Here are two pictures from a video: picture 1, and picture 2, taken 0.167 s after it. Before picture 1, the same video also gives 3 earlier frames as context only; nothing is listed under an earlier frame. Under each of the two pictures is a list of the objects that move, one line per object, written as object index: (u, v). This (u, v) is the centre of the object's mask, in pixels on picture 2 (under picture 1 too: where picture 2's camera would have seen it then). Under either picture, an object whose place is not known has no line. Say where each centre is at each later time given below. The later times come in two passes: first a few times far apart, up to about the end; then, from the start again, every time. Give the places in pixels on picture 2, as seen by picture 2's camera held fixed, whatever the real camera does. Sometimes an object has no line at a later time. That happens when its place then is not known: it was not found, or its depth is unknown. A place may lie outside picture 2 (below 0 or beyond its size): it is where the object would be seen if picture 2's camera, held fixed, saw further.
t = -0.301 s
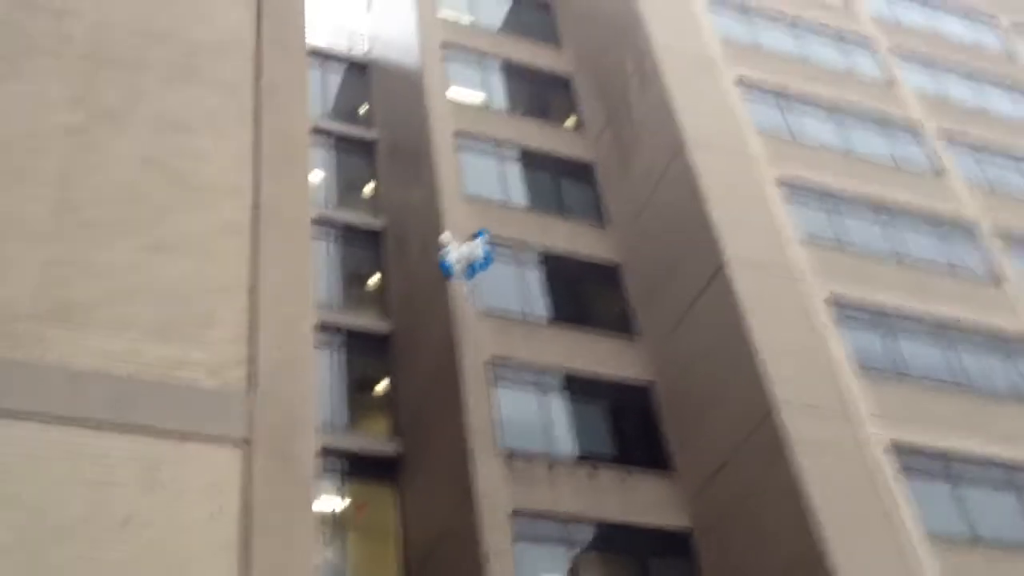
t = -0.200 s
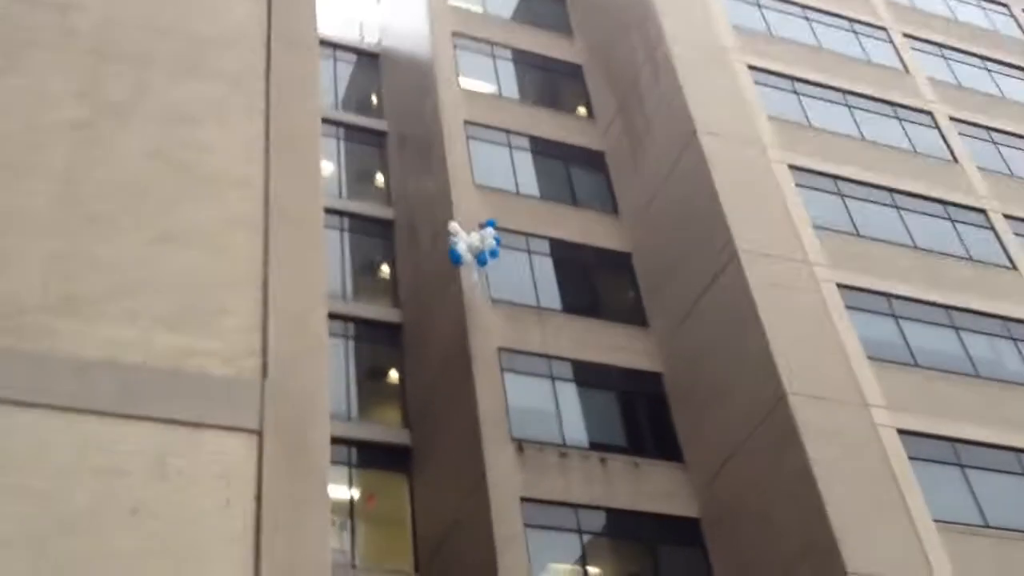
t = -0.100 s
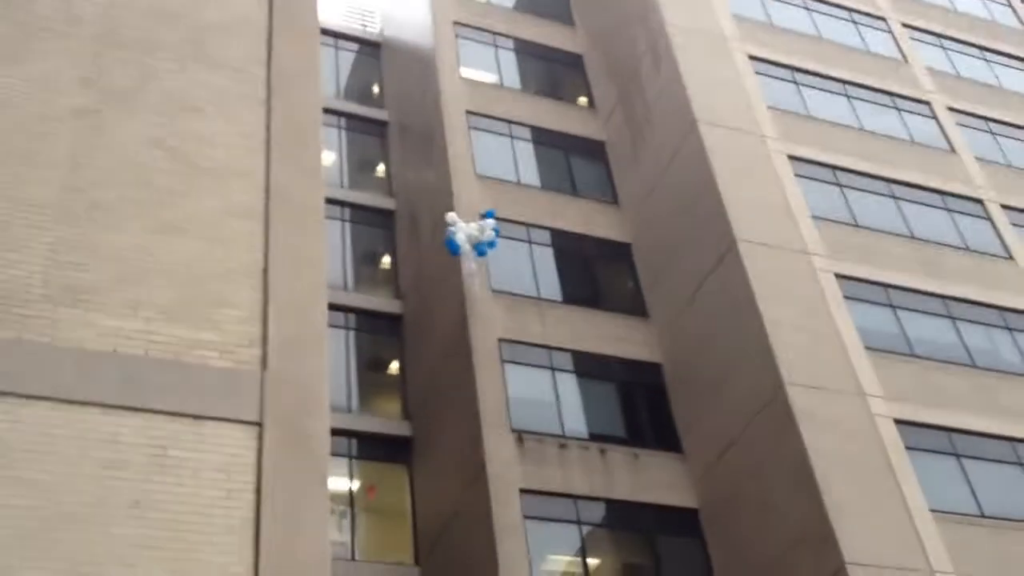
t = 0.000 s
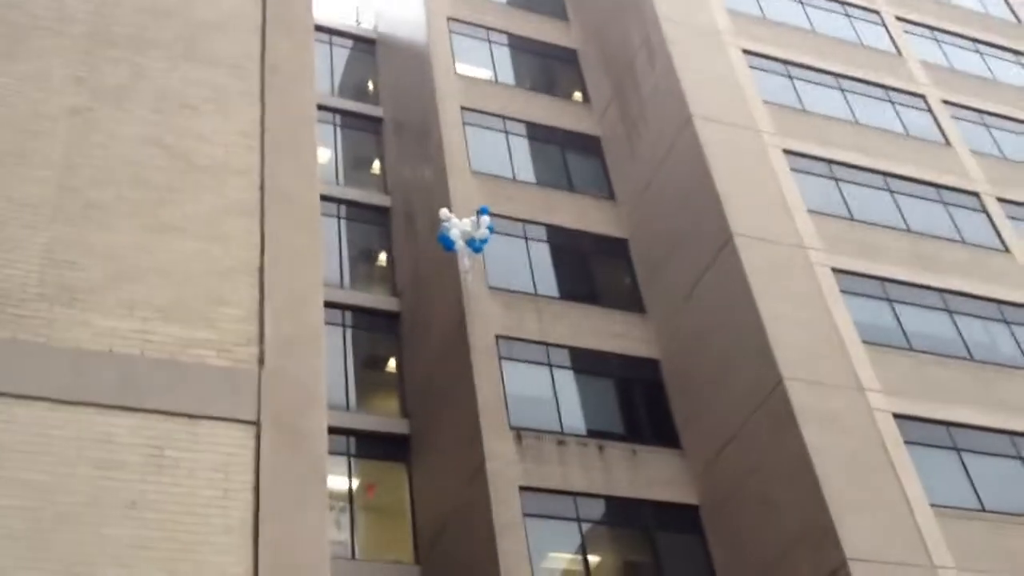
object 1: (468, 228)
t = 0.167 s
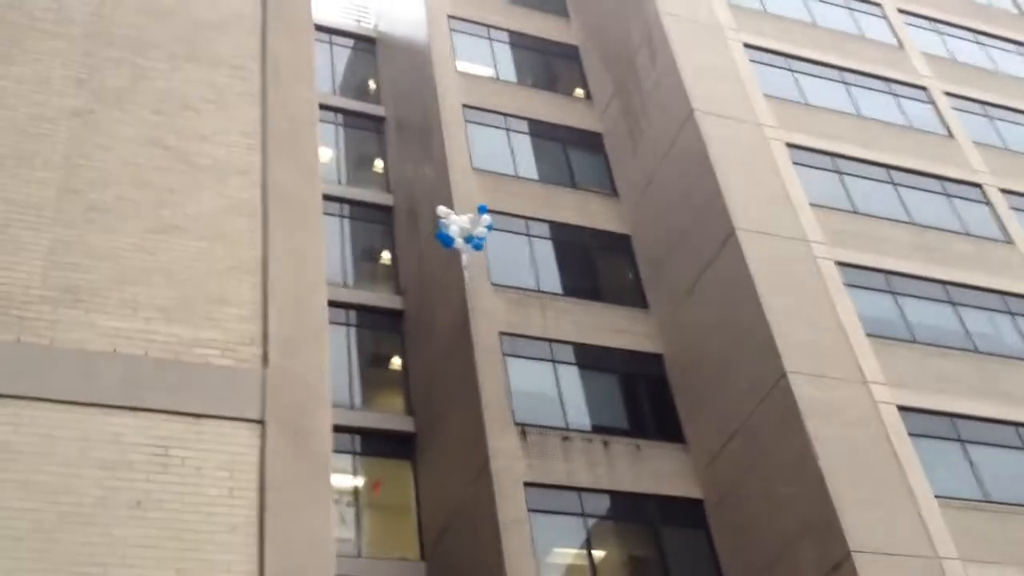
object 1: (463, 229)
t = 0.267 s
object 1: (462, 229)
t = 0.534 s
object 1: (454, 227)
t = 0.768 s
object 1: (445, 226)
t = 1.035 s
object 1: (433, 225)
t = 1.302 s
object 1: (425, 223)
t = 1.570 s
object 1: (415, 220)
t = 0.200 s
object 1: (463, 229)
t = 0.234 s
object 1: (462, 229)
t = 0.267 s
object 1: (462, 229)
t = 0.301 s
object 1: (460, 228)
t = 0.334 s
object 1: (459, 227)
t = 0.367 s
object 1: (459, 227)
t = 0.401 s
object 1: (458, 227)
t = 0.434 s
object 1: (457, 227)
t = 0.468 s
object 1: (456, 227)
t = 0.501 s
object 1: (454, 227)
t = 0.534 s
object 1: (454, 227)
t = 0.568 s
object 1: (452, 226)
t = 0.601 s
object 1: (451, 226)
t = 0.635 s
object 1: (450, 226)
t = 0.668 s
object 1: (449, 226)
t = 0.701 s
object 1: (448, 226)
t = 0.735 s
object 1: (448, 226)
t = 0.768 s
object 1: (445, 226)
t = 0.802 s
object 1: (444, 226)
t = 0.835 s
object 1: (443, 226)
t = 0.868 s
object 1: (441, 226)
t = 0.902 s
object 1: (440, 225)
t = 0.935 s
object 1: (439, 225)
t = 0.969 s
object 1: (438, 224)
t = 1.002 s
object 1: (436, 224)
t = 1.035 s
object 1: (433, 225)
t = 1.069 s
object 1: (432, 228)
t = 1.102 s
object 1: (432, 226)
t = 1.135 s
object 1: (432, 223)
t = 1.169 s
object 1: (431, 222)
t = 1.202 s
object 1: (429, 224)
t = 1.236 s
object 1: (427, 224)
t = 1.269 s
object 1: (426, 224)
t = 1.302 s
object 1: (425, 223)
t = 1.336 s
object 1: (423, 223)
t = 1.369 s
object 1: (422, 222)
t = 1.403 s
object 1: (421, 222)
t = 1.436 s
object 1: (419, 221)
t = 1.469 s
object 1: (419, 221)
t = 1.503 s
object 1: (417, 221)
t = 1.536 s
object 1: (416, 221)
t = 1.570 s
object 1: (415, 220)
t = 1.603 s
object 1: (412, 217)
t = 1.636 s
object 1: (411, 215)
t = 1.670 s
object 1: (409, 216)
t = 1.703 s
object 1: (407, 216)
